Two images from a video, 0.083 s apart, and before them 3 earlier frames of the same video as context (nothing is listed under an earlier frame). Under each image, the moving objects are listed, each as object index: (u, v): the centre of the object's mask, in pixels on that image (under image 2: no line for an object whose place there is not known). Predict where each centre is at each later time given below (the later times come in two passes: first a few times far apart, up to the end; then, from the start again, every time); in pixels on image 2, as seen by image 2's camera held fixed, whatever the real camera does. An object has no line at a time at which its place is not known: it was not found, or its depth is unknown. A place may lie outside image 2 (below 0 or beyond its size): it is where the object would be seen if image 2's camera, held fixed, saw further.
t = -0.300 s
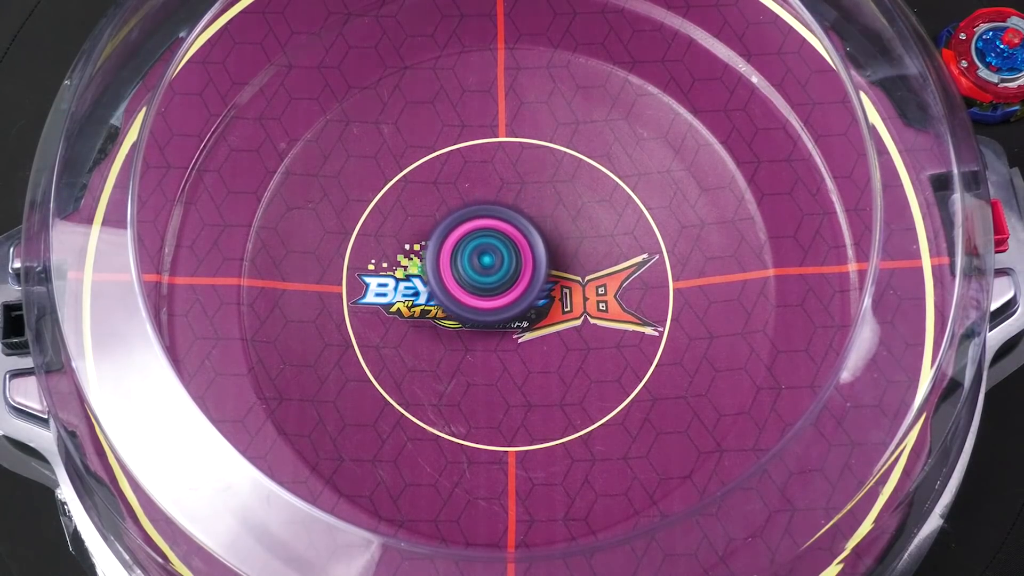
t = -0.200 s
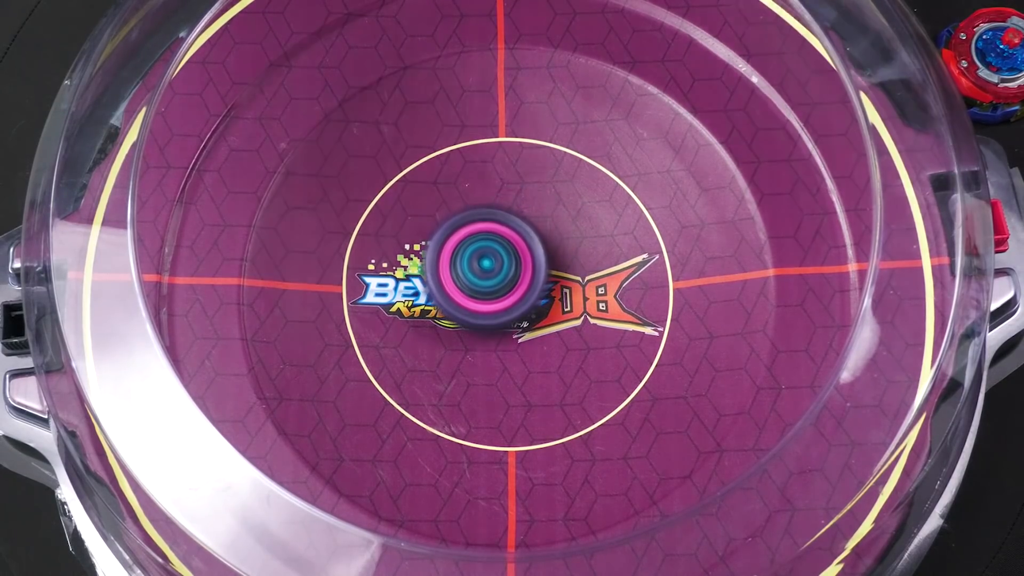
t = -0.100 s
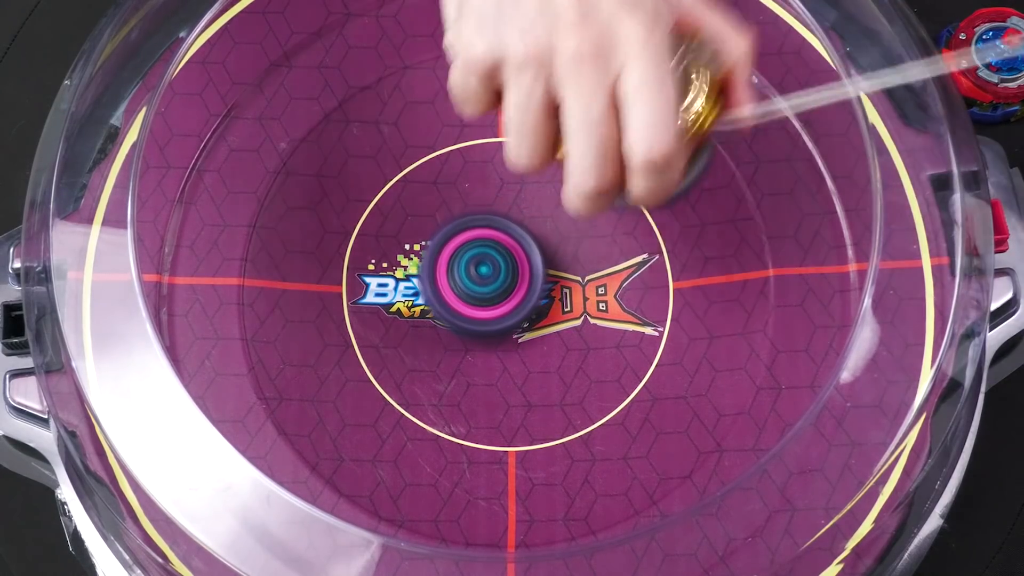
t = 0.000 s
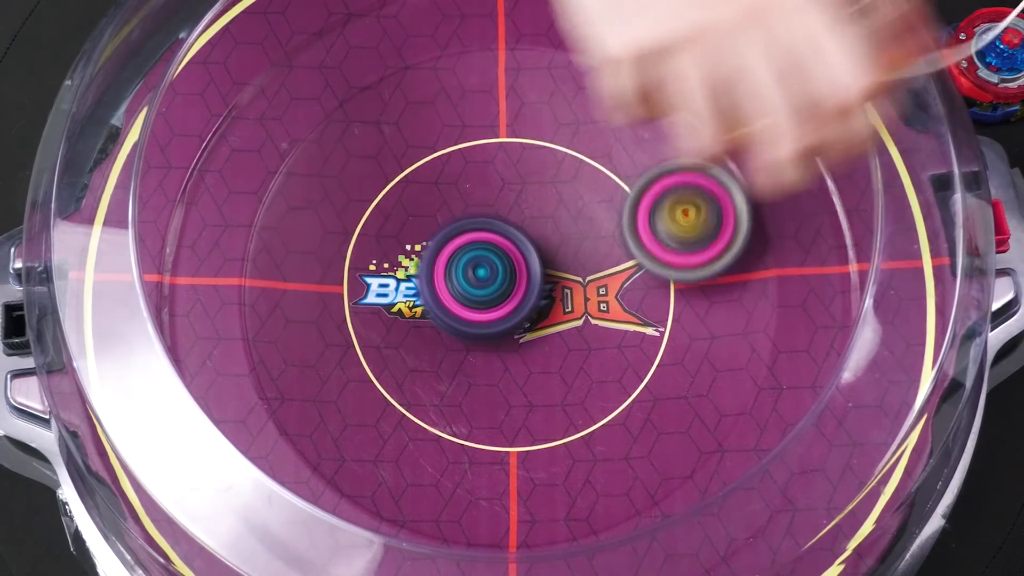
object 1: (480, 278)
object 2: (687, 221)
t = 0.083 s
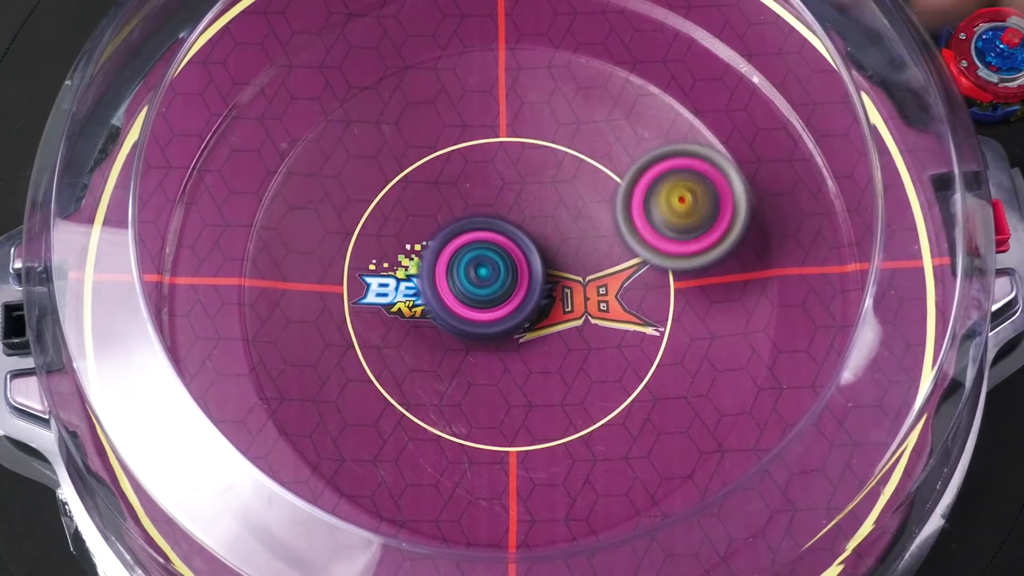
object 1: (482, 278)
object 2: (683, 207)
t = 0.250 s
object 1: (489, 286)
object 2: (616, 231)
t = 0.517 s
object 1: (386, 292)
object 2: (562, 196)
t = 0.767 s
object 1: (404, 274)
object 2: (531, 352)
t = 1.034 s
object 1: (506, 287)
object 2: (635, 327)
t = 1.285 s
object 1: (490, 313)
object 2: (648, 202)
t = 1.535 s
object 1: (435, 395)
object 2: (466, 166)
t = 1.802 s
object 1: (453, 437)
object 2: (415, 309)
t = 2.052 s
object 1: (468, 476)
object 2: (546, 287)
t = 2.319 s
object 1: (494, 404)
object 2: (448, 176)
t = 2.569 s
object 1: (612, 314)
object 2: (342, 360)
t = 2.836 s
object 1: (751, 307)
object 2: (528, 426)
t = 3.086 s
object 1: (743, 343)
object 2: (552, 211)
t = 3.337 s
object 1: (590, 346)
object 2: (346, 214)
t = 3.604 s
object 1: (482, 243)
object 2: (452, 407)
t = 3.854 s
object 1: (573, 150)
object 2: (670, 284)
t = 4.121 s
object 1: (627, 78)
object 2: (642, 213)
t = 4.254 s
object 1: (638, 69)
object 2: (577, 230)
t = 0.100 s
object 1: (482, 278)
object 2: (681, 212)
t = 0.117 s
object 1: (483, 278)
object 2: (676, 219)
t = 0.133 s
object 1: (483, 279)
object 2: (672, 228)
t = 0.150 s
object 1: (484, 279)
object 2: (666, 230)
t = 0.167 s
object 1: (485, 280)
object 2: (659, 228)
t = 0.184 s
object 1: (487, 281)
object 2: (652, 228)
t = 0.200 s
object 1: (488, 282)
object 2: (643, 229)
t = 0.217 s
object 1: (488, 283)
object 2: (635, 233)
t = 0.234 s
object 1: (488, 285)
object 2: (625, 231)
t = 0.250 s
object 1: (489, 286)
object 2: (616, 231)
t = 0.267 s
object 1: (485, 287)
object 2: (611, 229)
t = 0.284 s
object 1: (476, 288)
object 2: (612, 226)
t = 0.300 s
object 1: (469, 289)
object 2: (611, 221)
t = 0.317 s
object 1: (464, 289)
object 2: (610, 217)
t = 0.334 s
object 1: (459, 289)
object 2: (607, 211)
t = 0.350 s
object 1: (456, 287)
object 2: (603, 207)
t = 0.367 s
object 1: (453, 285)
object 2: (596, 203)
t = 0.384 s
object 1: (451, 283)
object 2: (589, 200)
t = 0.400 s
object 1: (450, 281)
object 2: (580, 198)
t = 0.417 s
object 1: (449, 279)
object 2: (570, 198)
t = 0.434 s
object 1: (449, 277)
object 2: (558, 201)
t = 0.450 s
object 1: (438, 278)
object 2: (558, 198)
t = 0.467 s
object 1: (421, 284)
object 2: (562, 195)
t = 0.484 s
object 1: (408, 287)
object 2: (563, 193)
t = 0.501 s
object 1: (396, 289)
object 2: (563, 194)
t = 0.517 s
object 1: (386, 292)
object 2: (562, 196)
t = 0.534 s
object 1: (378, 294)
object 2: (558, 200)
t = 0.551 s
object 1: (372, 294)
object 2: (554, 206)
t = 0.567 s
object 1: (368, 294)
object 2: (547, 213)
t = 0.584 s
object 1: (365, 294)
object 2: (542, 221)
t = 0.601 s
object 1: (364, 293)
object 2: (536, 231)
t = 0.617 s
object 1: (364, 292)
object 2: (532, 243)
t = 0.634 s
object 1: (365, 290)
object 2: (528, 255)
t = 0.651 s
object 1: (367, 288)
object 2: (525, 269)
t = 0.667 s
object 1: (371, 286)
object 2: (522, 282)
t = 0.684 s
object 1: (374, 284)
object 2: (522, 295)
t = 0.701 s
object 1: (379, 282)
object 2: (521, 309)
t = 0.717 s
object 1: (385, 280)
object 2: (522, 321)
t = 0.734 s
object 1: (391, 278)
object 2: (525, 333)
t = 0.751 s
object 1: (397, 276)
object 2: (527, 343)
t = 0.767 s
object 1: (404, 274)
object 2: (531, 352)
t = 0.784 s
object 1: (411, 272)
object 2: (536, 360)
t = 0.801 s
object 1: (418, 270)
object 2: (540, 366)
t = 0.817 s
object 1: (426, 269)
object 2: (546, 371)
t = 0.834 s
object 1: (434, 267)
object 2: (551, 374)
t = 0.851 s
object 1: (442, 267)
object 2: (557, 376)
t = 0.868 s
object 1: (451, 266)
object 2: (563, 376)
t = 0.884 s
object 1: (458, 266)
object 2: (569, 375)
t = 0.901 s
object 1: (466, 267)
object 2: (576, 373)
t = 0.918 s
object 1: (473, 267)
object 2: (583, 371)
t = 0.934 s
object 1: (480, 269)
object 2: (589, 367)
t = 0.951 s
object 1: (487, 271)
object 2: (596, 362)
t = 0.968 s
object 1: (494, 276)
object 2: (602, 356)
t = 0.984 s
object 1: (499, 279)
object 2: (609, 349)
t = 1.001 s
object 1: (504, 282)
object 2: (615, 341)
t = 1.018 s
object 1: (506, 285)
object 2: (624, 334)
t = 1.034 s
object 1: (506, 287)
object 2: (635, 327)
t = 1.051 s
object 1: (506, 288)
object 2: (645, 320)
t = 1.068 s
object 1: (504, 290)
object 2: (655, 311)
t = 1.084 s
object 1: (503, 292)
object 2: (663, 303)
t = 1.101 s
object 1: (502, 294)
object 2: (670, 293)
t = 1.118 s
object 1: (501, 296)
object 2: (677, 284)
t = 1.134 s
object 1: (500, 298)
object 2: (681, 274)
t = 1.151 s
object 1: (498, 300)
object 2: (684, 266)
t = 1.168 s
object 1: (496, 302)
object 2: (686, 256)
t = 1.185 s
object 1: (495, 304)
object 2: (687, 247)
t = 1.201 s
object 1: (493, 306)
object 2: (685, 238)
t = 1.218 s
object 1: (492, 308)
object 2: (682, 230)
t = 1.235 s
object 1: (491, 309)
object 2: (676, 221)
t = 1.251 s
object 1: (490, 310)
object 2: (669, 214)
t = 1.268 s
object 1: (490, 312)
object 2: (660, 207)
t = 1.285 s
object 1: (490, 313)
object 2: (648, 202)
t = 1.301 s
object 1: (490, 314)
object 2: (636, 198)
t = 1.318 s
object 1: (490, 315)
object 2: (621, 195)
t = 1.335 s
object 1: (491, 316)
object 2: (605, 193)
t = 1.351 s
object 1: (491, 317)
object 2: (589, 194)
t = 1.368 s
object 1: (492, 318)
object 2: (571, 197)
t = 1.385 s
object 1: (492, 319)
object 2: (551, 201)
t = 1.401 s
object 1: (486, 330)
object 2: (539, 199)
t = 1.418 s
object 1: (477, 344)
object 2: (531, 186)
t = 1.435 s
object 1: (467, 359)
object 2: (524, 176)
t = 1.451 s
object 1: (460, 370)
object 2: (515, 168)
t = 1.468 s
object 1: (453, 379)
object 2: (507, 163)
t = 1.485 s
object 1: (447, 387)
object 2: (496, 160)
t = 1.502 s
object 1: (442, 391)
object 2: (486, 159)
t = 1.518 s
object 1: (438, 394)
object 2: (476, 161)
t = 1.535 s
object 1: (435, 395)
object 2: (466, 166)
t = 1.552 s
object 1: (432, 395)
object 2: (455, 173)
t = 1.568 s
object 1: (430, 393)
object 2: (445, 182)
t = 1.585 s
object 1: (429, 392)
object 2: (435, 194)
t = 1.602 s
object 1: (427, 389)
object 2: (427, 207)
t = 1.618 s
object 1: (427, 387)
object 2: (419, 222)
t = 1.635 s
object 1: (427, 384)
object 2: (413, 240)
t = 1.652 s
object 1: (428, 385)
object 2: (408, 256)
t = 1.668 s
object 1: (431, 393)
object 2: (403, 262)
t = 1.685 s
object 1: (434, 401)
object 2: (400, 269)
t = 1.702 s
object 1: (437, 407)
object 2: (398, 275)
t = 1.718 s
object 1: (439, 411)
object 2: (399, 284)
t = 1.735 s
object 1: (442, 416)
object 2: (400, 292)
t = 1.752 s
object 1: (445, 423)
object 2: (402, 296)
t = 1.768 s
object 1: (448, 428)
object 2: (405, 300)
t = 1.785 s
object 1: (451, 432)
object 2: (410, 304)
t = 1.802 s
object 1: (453, 437)
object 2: (415, 309)
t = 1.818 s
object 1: (456, 443)
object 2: (421, 310)
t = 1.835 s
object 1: (459, 447)
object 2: (427, 312)
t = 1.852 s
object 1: (461, 449)
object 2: (435, 315)
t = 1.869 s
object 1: (462, 451)
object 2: (443, 319)
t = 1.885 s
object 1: (463, 452)
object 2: (451, 324)
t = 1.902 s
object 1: (465, 459)
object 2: (460, 325)
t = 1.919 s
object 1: (466, 466)
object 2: (470, 321)
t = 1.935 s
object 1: (466, 472)
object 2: (479, 319)
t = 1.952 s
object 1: (467, 475)
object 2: (490, 318)
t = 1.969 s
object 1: (467, 478)
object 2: (499, 317)
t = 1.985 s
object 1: (467, 479)
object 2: (510, 314)
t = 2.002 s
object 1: (467, 479)
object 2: (520, 310)
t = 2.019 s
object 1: (467, 479)
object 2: (529, 304)
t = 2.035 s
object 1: (467, 478)
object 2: (538, 296)
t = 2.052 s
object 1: (468, 476)
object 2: (546, 287)
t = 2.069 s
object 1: (469, 475)
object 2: (552, 277)
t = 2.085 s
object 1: (469, 472)
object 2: (556, 267)
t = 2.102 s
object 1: (470, 469)
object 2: (559, 255)
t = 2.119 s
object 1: (471, 465)
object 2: (561, 243)
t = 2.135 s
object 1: (472, 461)
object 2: (560, 231)
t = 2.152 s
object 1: (473, 457)
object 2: (557, 221)
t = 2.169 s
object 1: (475, 453)
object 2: (552, 210)
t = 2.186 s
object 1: (477, 448)
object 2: (546, 200)
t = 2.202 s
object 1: (478, 443)
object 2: (537, 192)
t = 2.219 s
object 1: (480, 439)
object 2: (528, 185)
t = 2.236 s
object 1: (482, 433)
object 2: (516, 179)
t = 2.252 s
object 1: (484, 427)
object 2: (504, 174)
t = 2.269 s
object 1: (487, 422)
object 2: (490, 172)
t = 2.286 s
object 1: (489, 415)
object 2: (476, 171)
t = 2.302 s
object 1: (491, 410)
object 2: (462, 173)
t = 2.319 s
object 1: (494, 404)
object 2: (448, 176)
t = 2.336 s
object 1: (497, 398)
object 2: (434, 182)
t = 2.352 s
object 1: (499, 392)
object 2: (422, 191)
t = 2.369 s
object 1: (503, 387)
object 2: (409, 200)
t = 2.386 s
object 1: (504, 380)
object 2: (399, 212)
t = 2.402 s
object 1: (508, 373)
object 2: (391, 224)
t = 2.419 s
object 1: (511, 366)
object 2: (385, 239)
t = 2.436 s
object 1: (514, 360)
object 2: (381, 256)
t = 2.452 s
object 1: (516, 352)
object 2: (379, 273)
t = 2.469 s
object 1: (518, 346)
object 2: (381, 291)
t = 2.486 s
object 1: (521, 338)
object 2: (384, 307)
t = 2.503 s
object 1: (529, 333)
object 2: (380, 322)
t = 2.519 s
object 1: (551, 329)
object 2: (367, 331)
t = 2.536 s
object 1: (573, 324)
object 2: (355, 342)
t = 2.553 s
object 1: (594, 319)
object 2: (347, 351)
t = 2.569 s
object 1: (612, 314)
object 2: (342, 360)
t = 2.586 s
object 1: (631, 310)
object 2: (339, 369)
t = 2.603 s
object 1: (647, 306)
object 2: (339, 379)
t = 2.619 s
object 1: (663, 303)
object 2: (341, 388)
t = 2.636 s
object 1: (678, 301)
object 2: (345, 397)
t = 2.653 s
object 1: (691, 298)
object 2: (352, 406)
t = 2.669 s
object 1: (703, 296)
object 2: (362, 414)
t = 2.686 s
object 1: (712, 294)
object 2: (373, 422)
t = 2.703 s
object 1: (721, 294)
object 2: (387, 429)
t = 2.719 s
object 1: (729, 293)
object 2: (401, 435)
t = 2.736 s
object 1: (735, 293)
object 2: (416, 439)
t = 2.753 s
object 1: (740, 294)
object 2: (433, 441)
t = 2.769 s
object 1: (744, 296)
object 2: (451, 442)
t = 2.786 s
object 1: (748, 298)
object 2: (469, 441)
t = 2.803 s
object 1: (750, 301)
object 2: (489, 439)
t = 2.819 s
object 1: (751, 303)
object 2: (508, 434)
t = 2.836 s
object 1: (751, 307)
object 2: (528, 426)
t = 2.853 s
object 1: (750, 311)
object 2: (547, 417)
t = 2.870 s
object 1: (747, 315)
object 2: (563, 406)
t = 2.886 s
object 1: (744, 321)
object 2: (579, 393)
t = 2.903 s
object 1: (739, 326)
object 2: (592, 381)
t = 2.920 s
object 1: (735, 331)
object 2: (604, 366)
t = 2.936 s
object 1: (739, 331)
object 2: (605, 353)
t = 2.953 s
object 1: (745, 331)
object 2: (600, 338)
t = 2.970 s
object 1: (750, 332)
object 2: (597, 323)
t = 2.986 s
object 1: (753, 333)
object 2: (593, 307)
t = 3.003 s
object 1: (755, 334)
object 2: (588, 291)
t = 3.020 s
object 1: (756, 335)
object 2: (583, 274)
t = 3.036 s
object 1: (755, 337)
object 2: (578, 256)
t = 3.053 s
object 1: (752, 339)
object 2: (570, 239)
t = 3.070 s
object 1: (748, 341)
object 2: (562, 225)
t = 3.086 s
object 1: (743, 343)
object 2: (552, 211)
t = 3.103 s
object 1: (737, 345)
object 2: (540, 200)
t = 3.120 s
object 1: (731, 347)
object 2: (527, 188)
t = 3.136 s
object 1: (723, 349)
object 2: (513, 179)
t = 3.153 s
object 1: (714, 352)
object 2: (498, 172)
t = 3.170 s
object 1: (704, 354)
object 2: (483, 165)
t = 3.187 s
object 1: (695, 356)
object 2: (468, 162)
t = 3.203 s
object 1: (684, 356)
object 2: (452, 162)
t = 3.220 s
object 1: (671, 356)
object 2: (437, 162)
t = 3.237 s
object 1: (660, 356)
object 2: (422, 165)
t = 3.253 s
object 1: (649, 357)
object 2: (407, 169)
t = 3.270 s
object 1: (638, 356)
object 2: (393, 175)
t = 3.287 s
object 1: (626, 354)
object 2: (379, 183)
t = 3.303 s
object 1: (613, 352)
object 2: (367, 192)
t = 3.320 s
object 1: (601, 349)
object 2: (356, 203)
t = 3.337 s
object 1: (590, 346)
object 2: (346, 214)
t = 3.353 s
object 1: (579, 342)
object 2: (339, 226)
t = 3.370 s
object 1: (567, 338)
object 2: (332, 239)
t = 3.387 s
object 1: (555, 333)
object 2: (328, 253)
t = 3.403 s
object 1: (544, 327)
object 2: (325, 268)
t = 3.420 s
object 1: (534, 320)
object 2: (325, 283)
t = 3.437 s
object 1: (525, 315)
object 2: (326, 299)
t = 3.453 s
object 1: (516, 308)
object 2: (331, 314)
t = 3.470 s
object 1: (508, 302)
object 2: (337, 330)
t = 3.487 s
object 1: (501, 295)
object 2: (345, 345)
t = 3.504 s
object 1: (495, 289)
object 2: (355, 358)
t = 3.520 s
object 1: (491, 283)
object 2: (368, 370)
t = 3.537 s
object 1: (486, 273)
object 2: (381, 381)
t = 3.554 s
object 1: (484, 266)
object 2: (397, 390)
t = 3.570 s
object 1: (482, 259)
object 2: (414, 397)
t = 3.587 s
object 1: (481, 251)
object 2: (432, 404)
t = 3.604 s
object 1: (482, 243)
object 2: (452, 407)
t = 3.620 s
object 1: (484, 236)
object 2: (472, 408)
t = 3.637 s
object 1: (488, 229)
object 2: (492, 407)
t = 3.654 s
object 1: (492, 223)
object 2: (513, 403)
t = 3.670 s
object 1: (497, 218)
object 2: (533, 397)
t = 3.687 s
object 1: (502, 214)
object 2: (551, 389)
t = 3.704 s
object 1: (509, 209)
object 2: (568, 379)
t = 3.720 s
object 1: (516, 206)
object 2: (583, 368)
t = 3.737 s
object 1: (525, 203)
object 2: (599, 353)
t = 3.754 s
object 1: (533, 201)
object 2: (610, 338)
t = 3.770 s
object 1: (543, 199)
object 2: (620, 321)
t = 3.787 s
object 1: (553, 198)
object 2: (630, 301)
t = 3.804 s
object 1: (560, 191)
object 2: (641, 293)
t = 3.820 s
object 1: (565, 175)
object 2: (652, 291)
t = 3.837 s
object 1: (569, 161)
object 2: (662, 288)
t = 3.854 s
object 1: (573, 150)
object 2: (670, 284)
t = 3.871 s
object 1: (577, 141)
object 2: (675, 279)
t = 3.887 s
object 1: (582, 132)
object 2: (679, 274)
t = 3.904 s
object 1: (588, 124)
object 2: (681, 267)
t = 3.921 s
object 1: (592, 118)
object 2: (682, 259)
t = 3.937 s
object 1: (598, 113)
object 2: (681, 251)
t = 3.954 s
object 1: (605, 109)
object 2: (678, 243)
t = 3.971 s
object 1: (611, 107)
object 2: (674, 234)
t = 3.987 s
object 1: (616, 106)
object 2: (669, 224)
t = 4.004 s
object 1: (621, 104)
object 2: (665, 219)
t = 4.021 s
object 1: (622, 97)
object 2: (665, 219)
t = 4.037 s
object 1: (622, 91)
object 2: (664, 220)
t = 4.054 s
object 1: (623, 86)
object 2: (661, 220)
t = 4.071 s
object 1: (624, 82)
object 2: (658, 219)
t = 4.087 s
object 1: (624, 79)
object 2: (653, 218)
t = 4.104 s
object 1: (626, 78)
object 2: (648, 215)
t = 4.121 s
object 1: (627, 78)
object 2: (642, 213)
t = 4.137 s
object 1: (629, 79)
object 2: (636, 210)
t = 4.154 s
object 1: (631, 82)
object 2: (629, 206)
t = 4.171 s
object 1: (632, 82)
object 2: (621, 206)
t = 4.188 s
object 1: (634, 76)
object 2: (612, 211)
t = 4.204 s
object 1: (636, 71)
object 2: (603, 217)
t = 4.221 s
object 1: (637, 68)
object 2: (594, 222)
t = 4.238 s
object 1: (638, 68)
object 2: (585, 226)
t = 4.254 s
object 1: (638, 69)
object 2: (577, 230)
